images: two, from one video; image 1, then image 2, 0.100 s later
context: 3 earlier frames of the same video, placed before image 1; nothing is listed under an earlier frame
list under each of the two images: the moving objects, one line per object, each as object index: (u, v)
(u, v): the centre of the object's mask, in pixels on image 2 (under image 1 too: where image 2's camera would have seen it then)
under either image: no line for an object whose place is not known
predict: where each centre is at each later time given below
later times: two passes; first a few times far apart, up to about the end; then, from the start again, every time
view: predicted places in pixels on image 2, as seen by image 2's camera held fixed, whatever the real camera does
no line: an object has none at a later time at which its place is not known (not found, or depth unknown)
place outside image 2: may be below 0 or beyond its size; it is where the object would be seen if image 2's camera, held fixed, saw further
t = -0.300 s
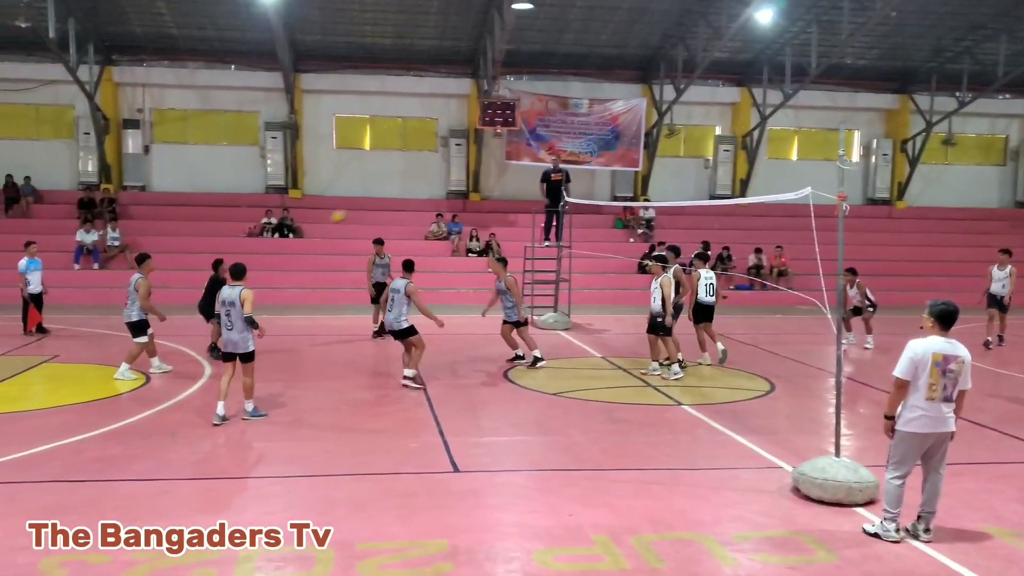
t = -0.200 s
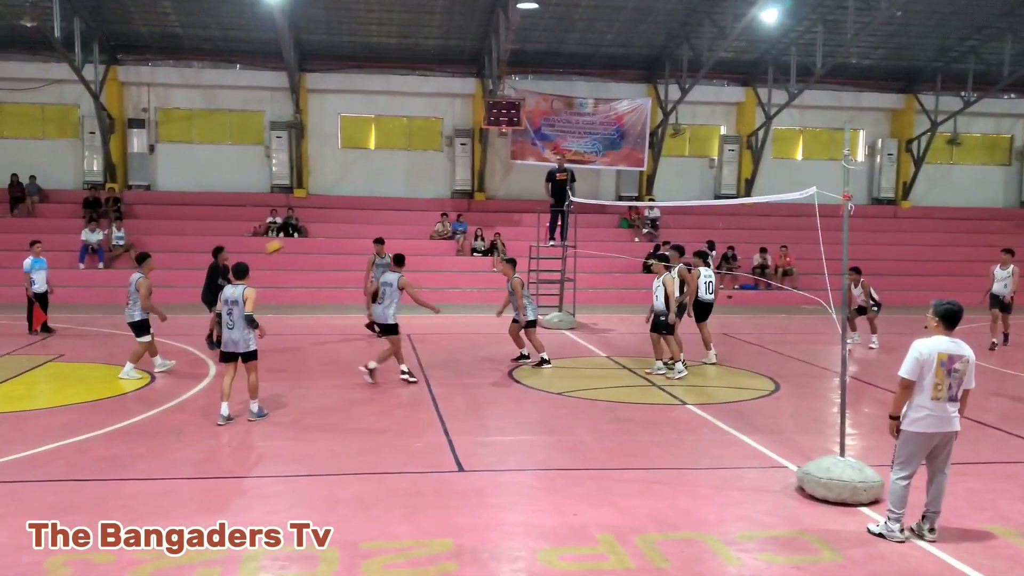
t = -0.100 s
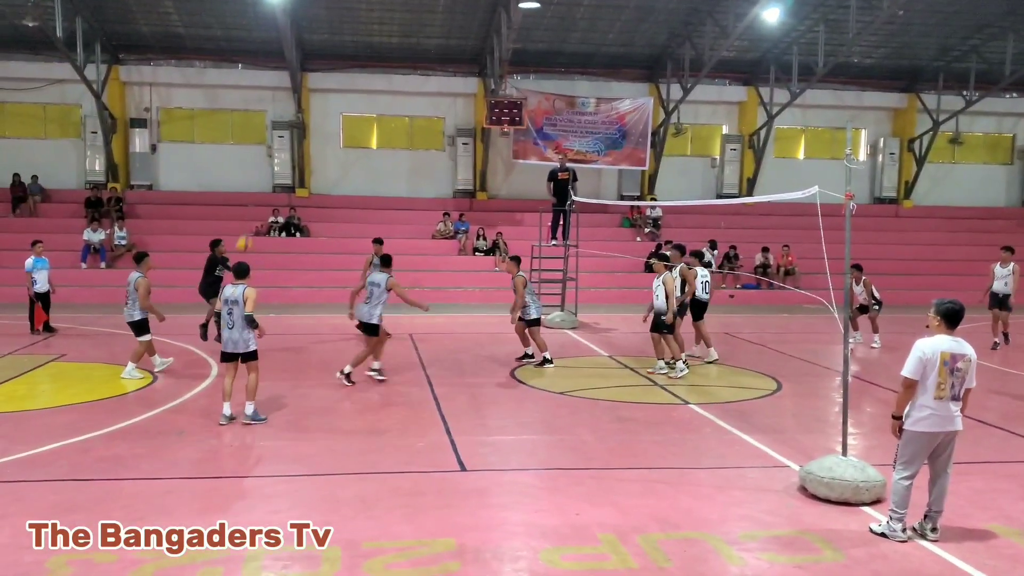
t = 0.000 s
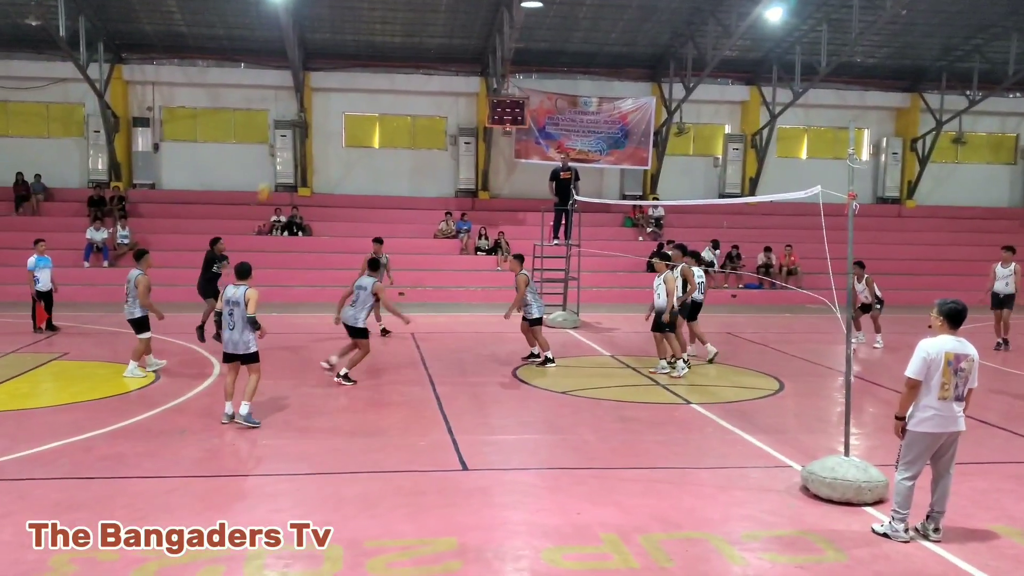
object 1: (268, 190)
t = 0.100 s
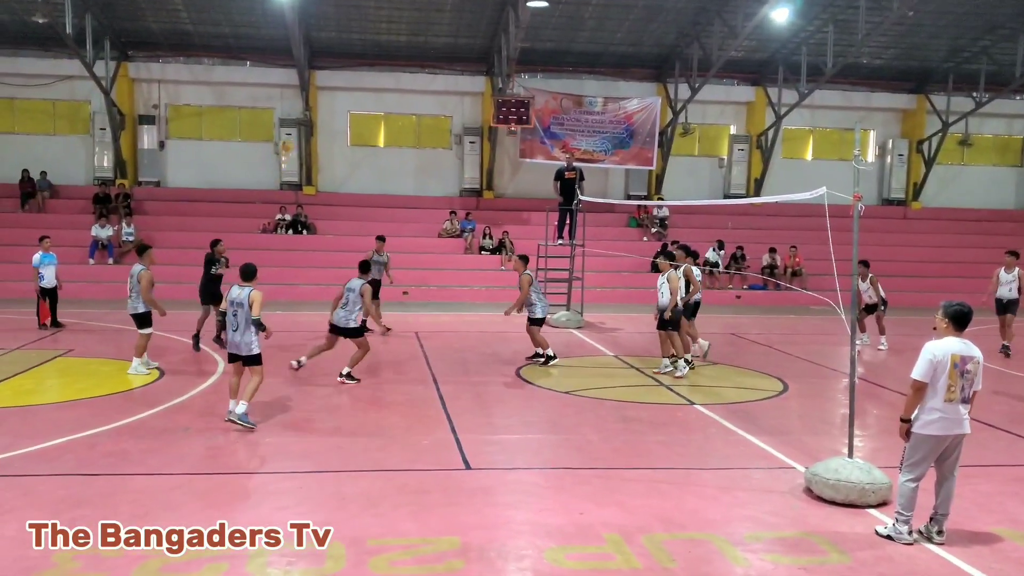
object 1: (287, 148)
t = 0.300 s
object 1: (322, 72)
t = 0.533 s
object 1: (364, 23)
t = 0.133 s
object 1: (294, 130)
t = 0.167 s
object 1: (300, 119)
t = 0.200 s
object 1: (305, 106)
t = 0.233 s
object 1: (310, 94)
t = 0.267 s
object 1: (315, 82)
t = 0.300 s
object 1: (322, 72)
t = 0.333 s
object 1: (328, 62)
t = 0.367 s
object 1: (334, 54)
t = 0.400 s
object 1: (340, 46)
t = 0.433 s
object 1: (347, 39)
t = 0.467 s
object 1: (352, 33)
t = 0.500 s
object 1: (358, 28)
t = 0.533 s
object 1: (364, 23)
